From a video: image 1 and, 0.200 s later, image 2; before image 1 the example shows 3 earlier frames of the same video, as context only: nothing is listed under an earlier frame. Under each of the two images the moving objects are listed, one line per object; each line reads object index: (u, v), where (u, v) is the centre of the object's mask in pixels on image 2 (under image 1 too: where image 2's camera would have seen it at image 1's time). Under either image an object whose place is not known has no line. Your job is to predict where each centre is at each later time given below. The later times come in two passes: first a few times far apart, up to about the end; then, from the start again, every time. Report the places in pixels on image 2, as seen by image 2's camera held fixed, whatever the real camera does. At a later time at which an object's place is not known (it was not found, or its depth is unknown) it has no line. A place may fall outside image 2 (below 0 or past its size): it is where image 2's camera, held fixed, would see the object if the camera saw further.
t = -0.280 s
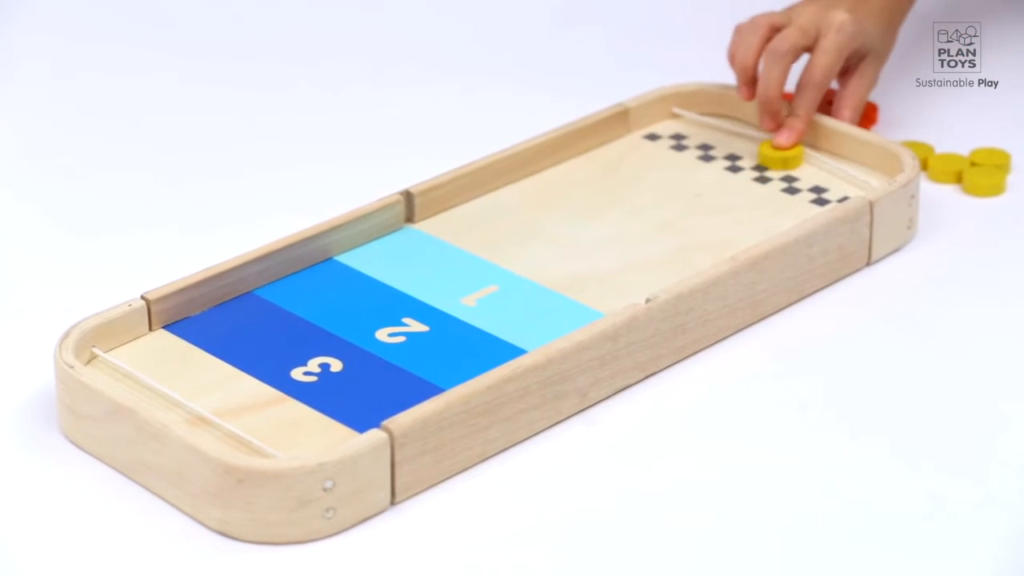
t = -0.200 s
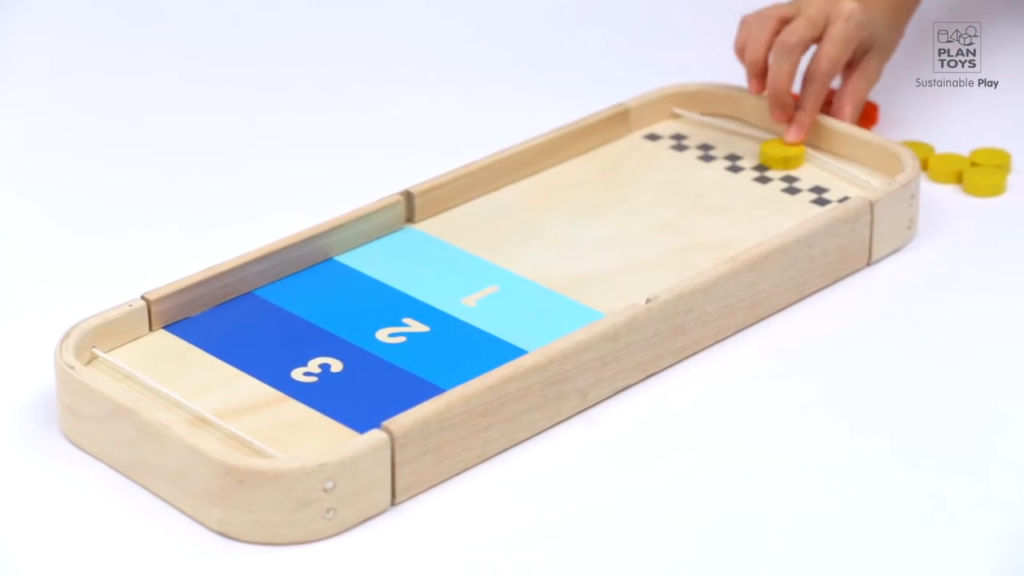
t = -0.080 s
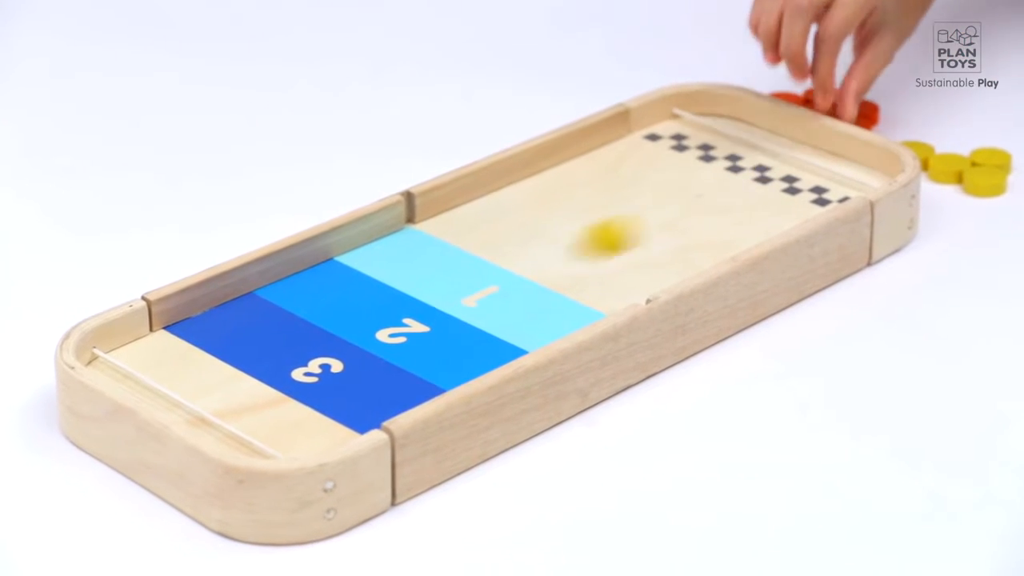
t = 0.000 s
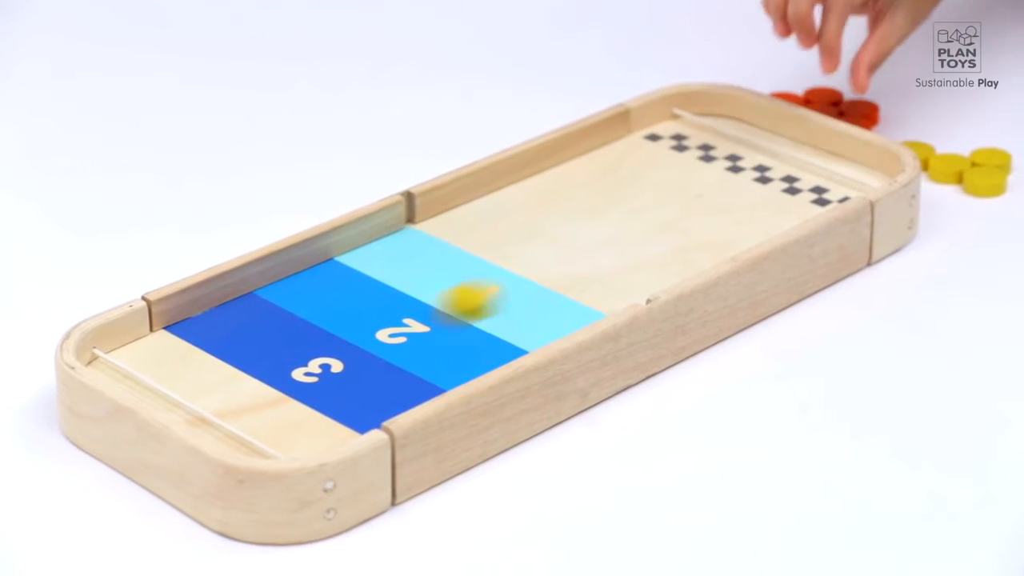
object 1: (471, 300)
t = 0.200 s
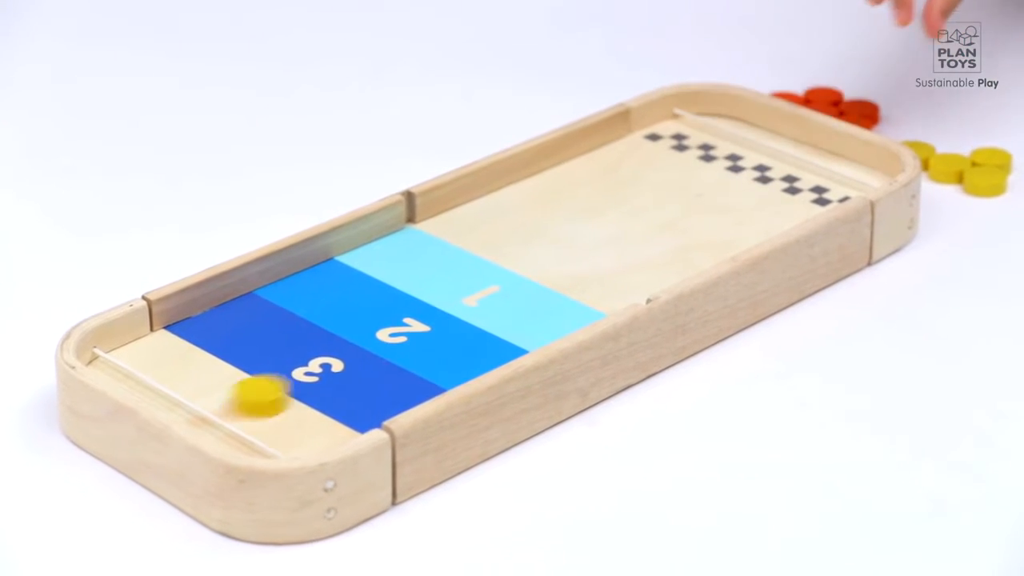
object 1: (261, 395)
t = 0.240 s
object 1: (290, 382)
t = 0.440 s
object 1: (357, 351)
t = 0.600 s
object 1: (357, 351)
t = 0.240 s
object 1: (290, 382)
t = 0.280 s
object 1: (315, 370)
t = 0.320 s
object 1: (334, 361)
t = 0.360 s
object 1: (347, 356)
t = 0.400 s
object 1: (354, 352)
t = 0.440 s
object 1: (357, 351)
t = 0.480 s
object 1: (357, 351)
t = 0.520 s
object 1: (357, 351)
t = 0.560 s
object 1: (357, 351)
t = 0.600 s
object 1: (357, 351)
